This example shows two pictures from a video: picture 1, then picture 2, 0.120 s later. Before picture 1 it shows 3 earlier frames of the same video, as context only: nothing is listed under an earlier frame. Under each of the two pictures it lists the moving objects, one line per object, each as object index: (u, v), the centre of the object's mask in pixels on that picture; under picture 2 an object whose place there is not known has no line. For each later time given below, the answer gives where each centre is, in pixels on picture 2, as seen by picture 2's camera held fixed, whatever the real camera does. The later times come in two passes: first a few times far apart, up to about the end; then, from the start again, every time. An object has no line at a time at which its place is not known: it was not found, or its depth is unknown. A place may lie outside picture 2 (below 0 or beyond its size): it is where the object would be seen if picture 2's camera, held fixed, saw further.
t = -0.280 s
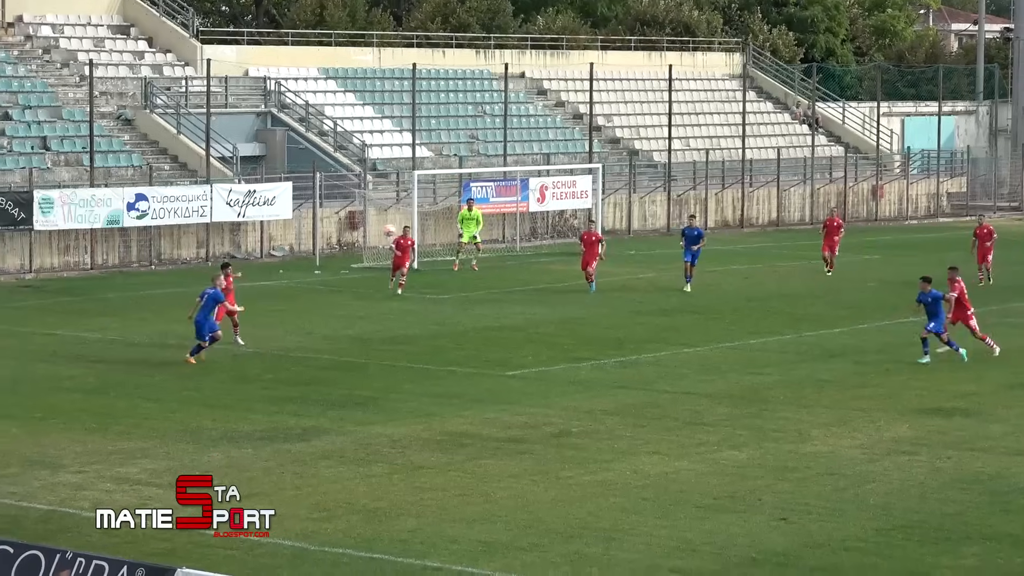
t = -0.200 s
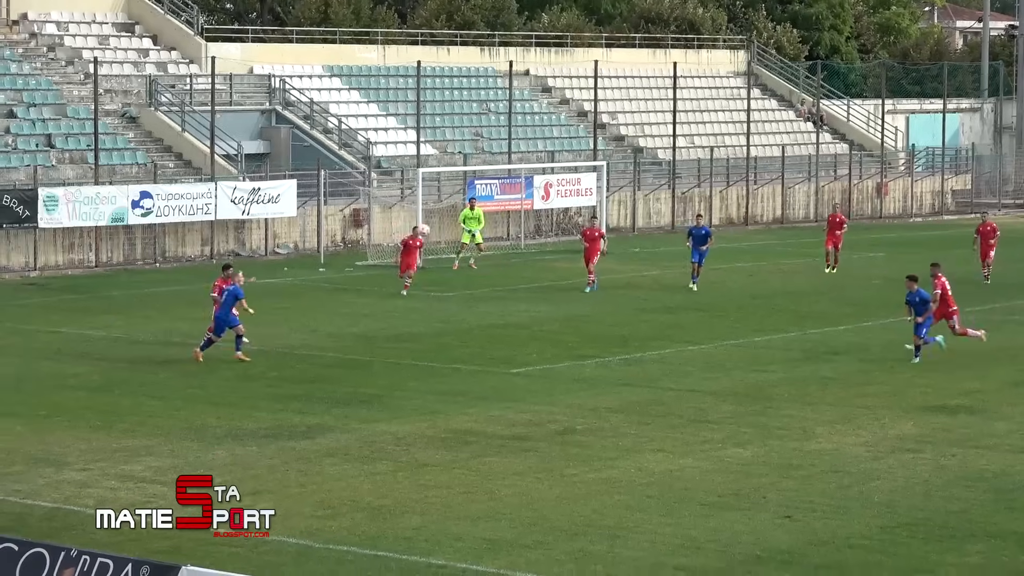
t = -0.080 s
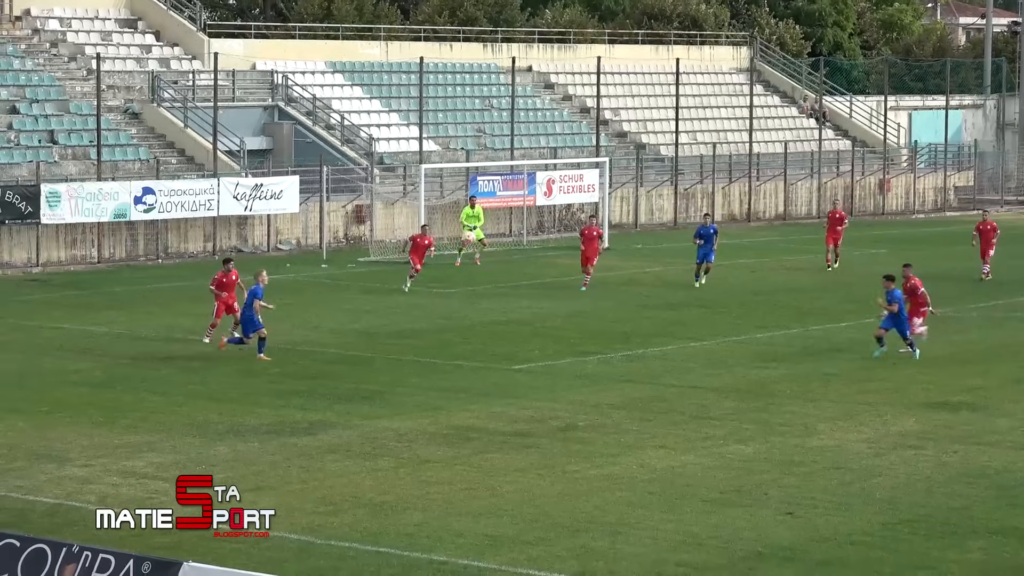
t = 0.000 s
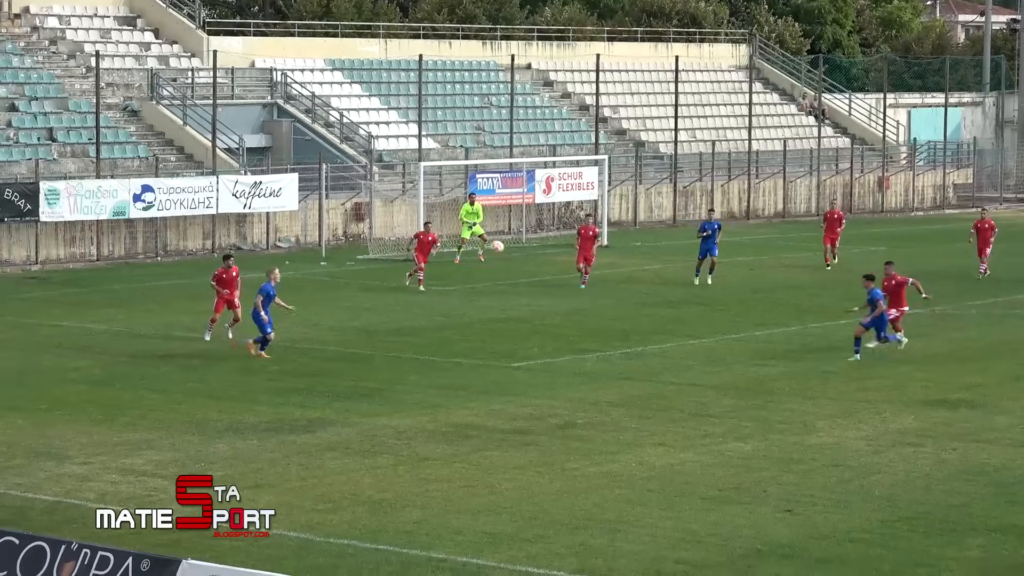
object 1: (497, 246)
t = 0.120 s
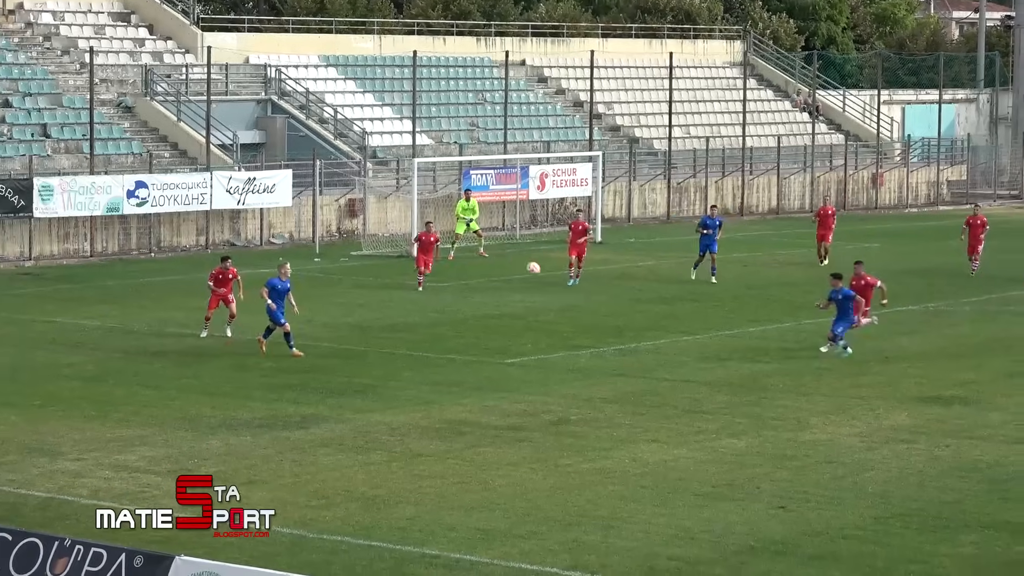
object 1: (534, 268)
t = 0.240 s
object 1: (575, 302)
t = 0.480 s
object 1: (648, 359)
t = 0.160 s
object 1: (547, 278)
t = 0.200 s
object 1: (561, 290)
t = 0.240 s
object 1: (575, 302)
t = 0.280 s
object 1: (588, 316)
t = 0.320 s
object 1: (601, 331)
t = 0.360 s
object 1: (614, 347)
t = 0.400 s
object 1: (627, 364)
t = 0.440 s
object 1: (638, 366)
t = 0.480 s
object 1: (648, 359)
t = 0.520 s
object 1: (657, 353)
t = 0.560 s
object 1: (667, 348)
